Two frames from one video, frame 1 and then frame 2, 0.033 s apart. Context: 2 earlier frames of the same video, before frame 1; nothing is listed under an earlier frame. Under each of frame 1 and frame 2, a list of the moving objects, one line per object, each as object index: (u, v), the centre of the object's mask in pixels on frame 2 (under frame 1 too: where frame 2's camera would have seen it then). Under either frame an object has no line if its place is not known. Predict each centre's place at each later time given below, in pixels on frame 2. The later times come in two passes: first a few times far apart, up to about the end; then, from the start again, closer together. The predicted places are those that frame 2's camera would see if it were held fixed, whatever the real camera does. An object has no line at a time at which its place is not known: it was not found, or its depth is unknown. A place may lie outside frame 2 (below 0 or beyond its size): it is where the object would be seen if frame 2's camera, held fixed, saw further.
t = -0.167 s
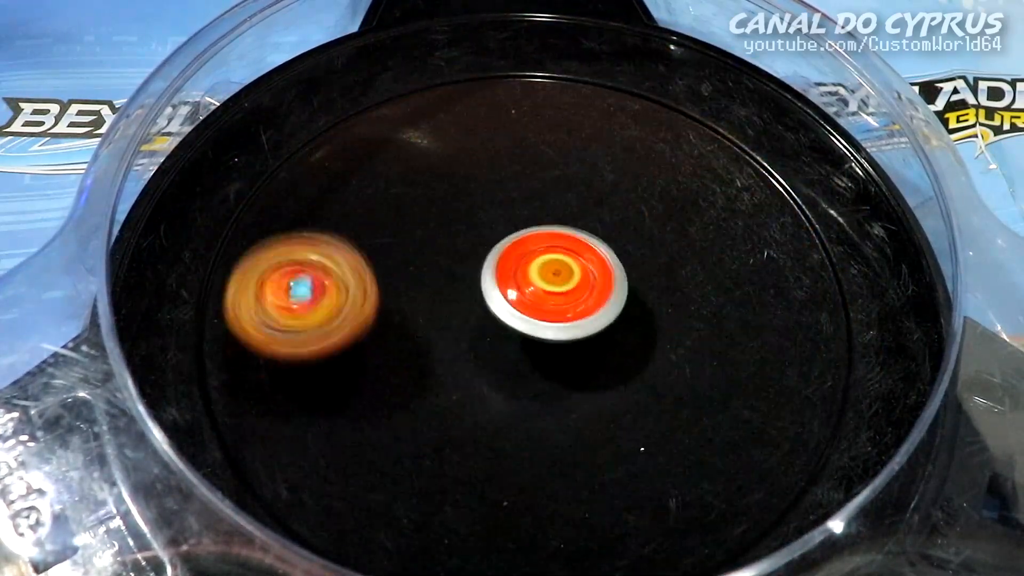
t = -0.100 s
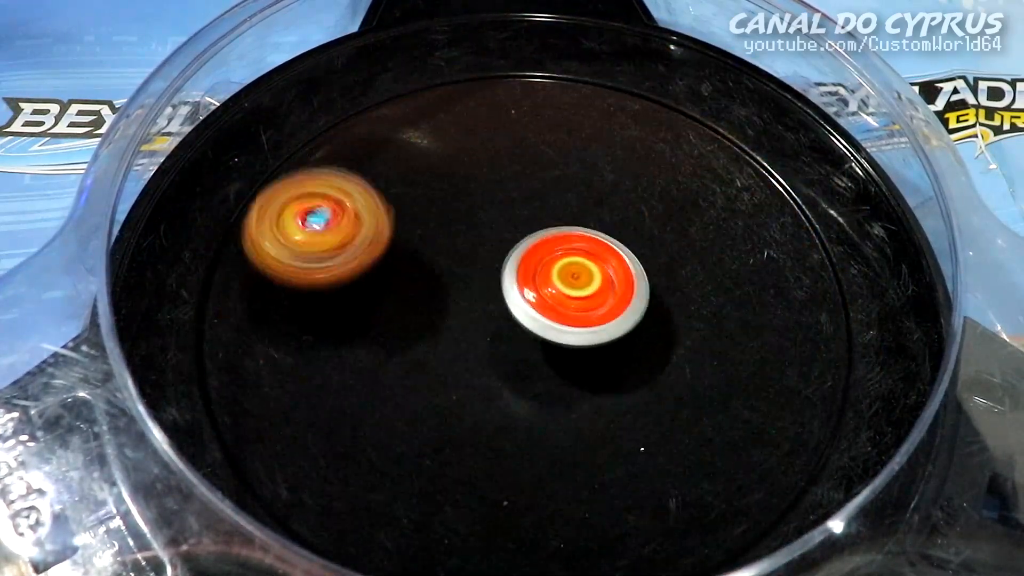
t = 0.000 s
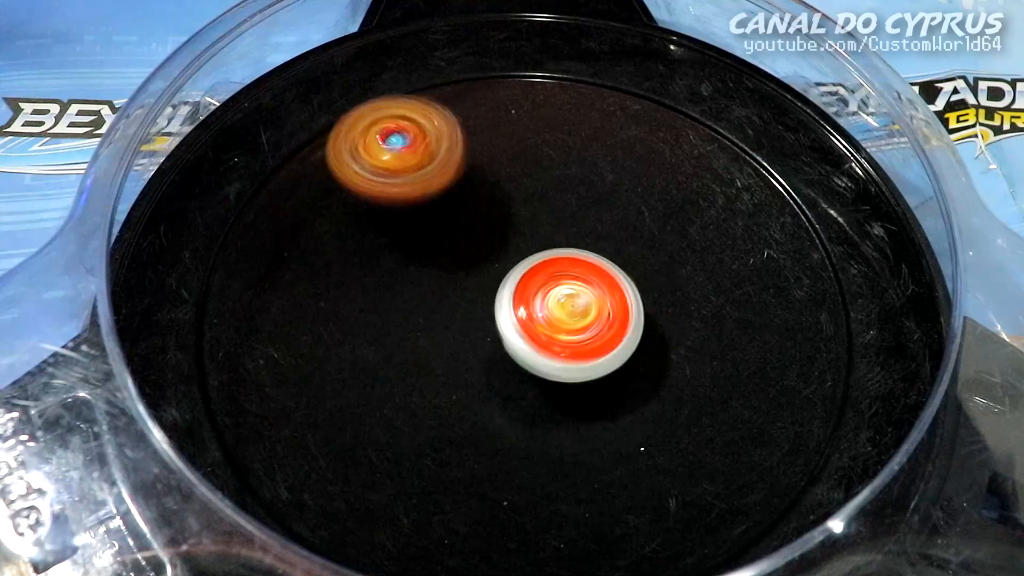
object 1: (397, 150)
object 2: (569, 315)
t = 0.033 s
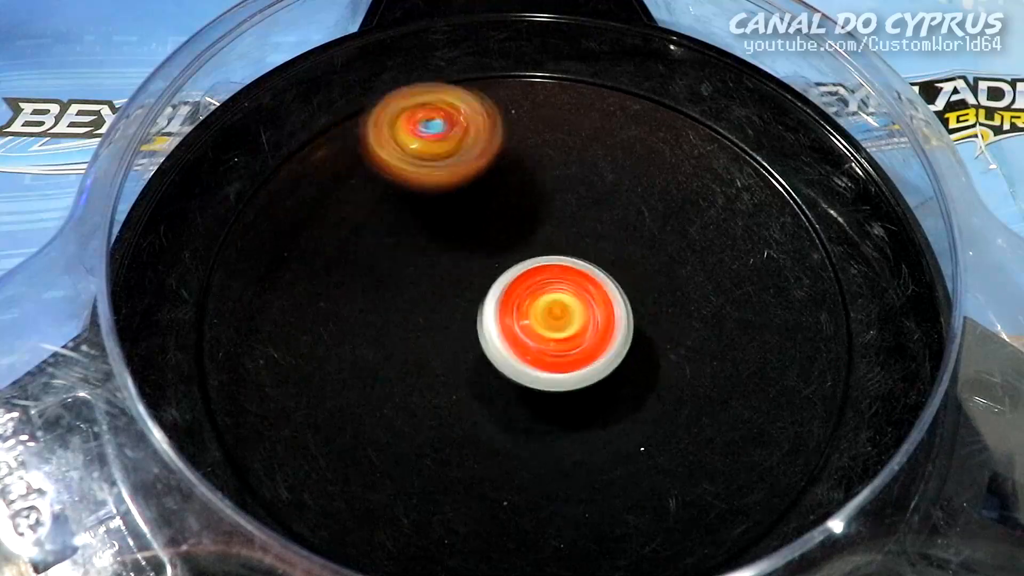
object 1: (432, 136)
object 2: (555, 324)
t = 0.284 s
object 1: (709, 204)
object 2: (522, 276)
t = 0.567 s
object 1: (601, 473)
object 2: (563, 320)
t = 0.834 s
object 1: (311, 322)
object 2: (507, 260)
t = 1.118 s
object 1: (502, 124)
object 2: (538, 332)
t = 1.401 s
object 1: (746, 283)
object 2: (500, 269)
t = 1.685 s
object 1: (485, 468)
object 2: (544, 334)
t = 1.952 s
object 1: (316, 248)
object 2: (507, 267)
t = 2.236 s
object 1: (573, 130)
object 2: (558, 326)
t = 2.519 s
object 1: (729, 352)
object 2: (505, 274)
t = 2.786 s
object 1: (429, 452)
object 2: (567, 322)
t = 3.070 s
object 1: (350, 205)
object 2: (497, 279)
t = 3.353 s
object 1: (627, 154)
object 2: (561, 317)
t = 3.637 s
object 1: (706, 393)
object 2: (488, 307)
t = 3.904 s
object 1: (389, 420)
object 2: (536, 267)
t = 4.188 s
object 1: (380, 178)
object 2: (532, 325)
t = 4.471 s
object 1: (657, 174)
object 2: (493, 291)
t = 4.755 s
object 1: (668, 421)
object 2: (550, 275)
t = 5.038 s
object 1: (348, 380)
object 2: (528, 326)
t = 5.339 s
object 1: (438, 154)
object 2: (500, 286)
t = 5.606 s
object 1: (688, 212)
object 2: (543, 292)
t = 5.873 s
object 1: (635, 437)
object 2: (523, 316)
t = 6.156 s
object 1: (342, 349)
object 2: (513, 282)
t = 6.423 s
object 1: (440, 158)
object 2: (545, 300)
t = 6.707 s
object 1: (692, 223)
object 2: (516, 311)
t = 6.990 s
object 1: (596, 443)
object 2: (524, 285)
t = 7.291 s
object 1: (337, 308)
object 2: (530, 308)
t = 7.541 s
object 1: (464, 157)
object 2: (517, 298)
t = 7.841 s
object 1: (701, 262)
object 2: (530, 297)
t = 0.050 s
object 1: (452, 129)
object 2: (547, 326)
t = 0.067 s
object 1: (471, 126)
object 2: (539, 329)
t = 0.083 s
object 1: (490, 123)
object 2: (529, 329)
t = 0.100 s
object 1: (513, 121)
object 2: (522, 327)
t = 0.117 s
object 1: (533, 122)
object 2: (515, 326)
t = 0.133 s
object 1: (552, 123)
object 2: (510, 321)
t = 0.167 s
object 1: (593, 131)
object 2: (504, 313)
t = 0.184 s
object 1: (611, 137)
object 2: (503, 310)
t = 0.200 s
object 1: (631, 145)
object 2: (504, 304)
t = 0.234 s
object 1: (664, 165)
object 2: (509, 293)
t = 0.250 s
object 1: (682, 177)
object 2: (512, 286)
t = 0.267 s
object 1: (697, 190)
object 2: (516, 282)
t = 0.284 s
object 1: (709, 204)
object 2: (522, 276)
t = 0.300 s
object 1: (722, 220)
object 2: (527, 272)
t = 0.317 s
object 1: (732, 236)
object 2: (534, 267)
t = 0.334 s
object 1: (740, 252)
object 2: (542, 265)
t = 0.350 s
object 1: (746, 271)
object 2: (549, 263)
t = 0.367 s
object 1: (749, 288)
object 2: (557, 264)
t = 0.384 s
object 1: (750, 307)
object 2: (562, 264)
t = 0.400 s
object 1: (749, 328)
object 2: (568, 267)
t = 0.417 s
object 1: (746, 345)
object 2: (573, 271)
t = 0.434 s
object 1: (738, 364)
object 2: (577, 275)
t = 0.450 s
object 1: (729, 384)
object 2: (581, 283)
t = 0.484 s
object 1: (704, 415)
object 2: (582, 297)
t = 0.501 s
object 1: (686, 431)
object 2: (582, 301)
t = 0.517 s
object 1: (668, 444)
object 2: (578, 309)
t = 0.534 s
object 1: (648, 455)
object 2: (575, 313)
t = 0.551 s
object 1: (625, 466)
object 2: (569, 318)
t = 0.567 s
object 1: (601, 473)
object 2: (563, 320)
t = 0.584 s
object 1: (578, 477)
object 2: (556, 322)
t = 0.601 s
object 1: (552, 480)
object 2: (548, 321)
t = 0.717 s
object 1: (388, 434)
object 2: (505, 294)
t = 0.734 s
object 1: (371, 421)
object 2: (501, 290)
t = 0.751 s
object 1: (354, 407)
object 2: (498, 281)
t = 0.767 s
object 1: (342, 391)
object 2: (496, 276)
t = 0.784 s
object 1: (332, 374)
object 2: (497, 270)
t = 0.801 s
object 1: (321, 356)
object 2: (499, 266)
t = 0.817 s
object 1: (315, 339)
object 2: (502, 263)
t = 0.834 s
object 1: (311, 322)
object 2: (507, 260)
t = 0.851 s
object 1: (310, 302)
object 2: (511, 258)
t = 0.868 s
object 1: (310, 285)
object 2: (519, 257)
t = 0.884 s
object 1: (310, 269)
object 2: (524, 256)
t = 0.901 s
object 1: (316, 252)
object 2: (531, 258)
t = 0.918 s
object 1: (324, 236)
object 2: (536, 260)
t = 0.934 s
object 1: (331, 220)
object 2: (543, 263)
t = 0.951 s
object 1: (341, 206)
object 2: (550, 268)
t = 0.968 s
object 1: (352, 194)
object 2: (554, 273)
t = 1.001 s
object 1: (380, 169)
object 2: (560, 286)
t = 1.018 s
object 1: (394, 160)
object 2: (560, 297)
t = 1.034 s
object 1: (410, 151)
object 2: (561, 302)
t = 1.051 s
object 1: (428, 143)
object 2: (559, 313)
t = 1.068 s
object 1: (445, 136)
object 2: (556, 317)
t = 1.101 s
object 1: (481, 128)
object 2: (546, 327)
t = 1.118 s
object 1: (502, 124)
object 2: (538, 332)
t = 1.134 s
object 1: (521, 124)
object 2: (530, 334)
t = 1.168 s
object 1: (558, 126)
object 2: (512, 335)
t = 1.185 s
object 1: (578, 130)
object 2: (504, 335)
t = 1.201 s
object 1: (596, 134)
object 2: (496, 331)
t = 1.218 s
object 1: (614, 140)
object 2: (491, 329)
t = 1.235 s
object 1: (632, 147)
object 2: (485, 323)
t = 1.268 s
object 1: (666, 166)
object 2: (477, 310)
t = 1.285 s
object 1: (680, 177)
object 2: (474, 305)
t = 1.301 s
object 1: (695, 189)
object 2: (474, 297)
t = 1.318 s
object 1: (708, 203)
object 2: (474, 291)
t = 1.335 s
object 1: (719, 218)
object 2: (477, 284)
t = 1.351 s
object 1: (729, 234)
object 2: (481, 280)
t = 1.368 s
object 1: (737, 250)
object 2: (486, 275)
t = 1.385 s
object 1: (742, 266)
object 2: (493, 272)
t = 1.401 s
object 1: (746, 283)
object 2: (500, 269)
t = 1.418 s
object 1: (746, 302)
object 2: (509, 267)
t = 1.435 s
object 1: (745, 320)
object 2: (517, 265)
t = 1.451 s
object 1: (742, 337)
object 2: (526, 267)
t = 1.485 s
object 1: (726, 375)
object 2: (540, 272)
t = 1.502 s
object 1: (716, 391)
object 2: (546, 274)
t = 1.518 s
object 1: (703, 406)
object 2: (553, 281)
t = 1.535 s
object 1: (687, 422)
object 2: (558, 284)
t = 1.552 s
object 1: (669, 435)
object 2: (563, 293)
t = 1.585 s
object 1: (630, 456)
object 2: (566, 306)
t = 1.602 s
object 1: (606, 464)
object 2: (566, 310)
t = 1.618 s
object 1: (583, 470)
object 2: (563, 319)
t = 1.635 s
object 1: (559, 473)
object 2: (561, 322)
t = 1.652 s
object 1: (535, 473)
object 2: (555, 329)
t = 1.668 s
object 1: (510, 471)
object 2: (550, 330)
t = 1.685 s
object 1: (485, 468)
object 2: (544, 334)
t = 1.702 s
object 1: (462, 463)
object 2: (537, 333)
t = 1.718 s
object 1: (440, 457)
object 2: (530, 335)
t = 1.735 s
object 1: (418, 446)
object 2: (523, 332)
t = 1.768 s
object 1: (380, 424)
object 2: (508, 326)
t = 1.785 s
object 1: (364, 411)
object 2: (502, 324)
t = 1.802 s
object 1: (351, 397)
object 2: (497, 317)
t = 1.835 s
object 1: (327, 364)
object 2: (492, 305)
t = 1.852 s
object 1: (317, 348)
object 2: (491, 300)
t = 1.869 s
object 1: (313, 331)
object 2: (491, 292)
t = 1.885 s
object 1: (310, 314)
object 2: (491, 287)
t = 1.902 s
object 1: (309, 296)
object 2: (494, 280)
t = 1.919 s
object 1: (309, 280)
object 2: (497, 275)
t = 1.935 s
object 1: (310, 264)
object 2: (502, 270)
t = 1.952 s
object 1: (316, 248)
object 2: (507, 267)
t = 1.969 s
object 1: (323, 233)
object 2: (514, 265)
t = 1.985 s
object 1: (332, 216)
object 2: (520, 263)
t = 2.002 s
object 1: (341, 203)
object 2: (528, 263)
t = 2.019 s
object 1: (351, 191)
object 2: (534, 263)
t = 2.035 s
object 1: (364, 180)
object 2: (542, 265)
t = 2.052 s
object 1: (378, 169)
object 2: (547, 268)
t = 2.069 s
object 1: (395, 158)
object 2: (554, 273)
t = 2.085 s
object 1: (409, 150)
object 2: (559, 276)
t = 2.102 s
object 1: (425, 143)
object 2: (564, 282)
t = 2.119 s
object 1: (443, 137)
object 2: (568, 288)
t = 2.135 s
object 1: (460, 132)
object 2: (571, 294)
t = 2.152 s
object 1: (480, 128)
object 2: (572, 300)
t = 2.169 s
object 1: (498, 125)
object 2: (573, 306)
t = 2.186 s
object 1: (516, 125)
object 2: (570, 313)
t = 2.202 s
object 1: (535, 126)
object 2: (568, 317)
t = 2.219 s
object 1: (553, 127)
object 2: (562, 323)
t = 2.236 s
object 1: (573, 130)
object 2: (558, 326)
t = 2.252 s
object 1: (590, 135)
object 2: (551, 330)
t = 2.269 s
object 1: (607, 142)
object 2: (544, 329)
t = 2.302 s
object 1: (643, 157)
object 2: (529, 329)
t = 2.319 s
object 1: (658, 166)
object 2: (520, 329)
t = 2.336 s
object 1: (672, 178)
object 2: (513, 325)
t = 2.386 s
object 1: (710, 218)
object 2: (493, 314)
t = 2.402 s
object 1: (719, 233)
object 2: (489, 310)
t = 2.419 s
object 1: (727, 248)
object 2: (487, 303)
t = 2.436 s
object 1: (733, 265)
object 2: (486, 299)
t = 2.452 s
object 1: (737, 282)
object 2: (488, 292)
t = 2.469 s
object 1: (738, 299)
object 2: (490, 289)
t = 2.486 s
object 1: (738, 316)
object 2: (494, 282)
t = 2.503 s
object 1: (735, 333)
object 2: (498, 279)
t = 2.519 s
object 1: (729, 352)
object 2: (505, 274)
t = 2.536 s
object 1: (721, 369)
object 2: (510, 272)
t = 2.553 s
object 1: (713, 384)
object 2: (518, 270)
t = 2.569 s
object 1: (701, 400)
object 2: (524, 268)
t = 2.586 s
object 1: (687, 415)
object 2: (532, 268)
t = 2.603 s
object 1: (669, 429)
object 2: (538, 269)
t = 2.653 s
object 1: (612, 460)
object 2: (557, 277)
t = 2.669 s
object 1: (591, 466)
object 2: (562, 282)
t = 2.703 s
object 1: (543, 472)
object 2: (569, 294)
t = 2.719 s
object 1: (520, 473)
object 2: (572, 298)
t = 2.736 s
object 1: (496, 471)
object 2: (573, 307)
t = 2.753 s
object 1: (474, 466)
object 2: (573, 310)
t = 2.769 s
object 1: (450, 459)
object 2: (571, 319)
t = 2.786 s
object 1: (429, 452)
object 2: (567, 322)
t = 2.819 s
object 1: (390, 432)
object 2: (557, 332)
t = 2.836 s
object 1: (373, 421)
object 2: (550, 335)
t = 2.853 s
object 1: (358, 405)
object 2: (543, 338)
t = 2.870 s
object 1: (347, 391)
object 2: (536, 337)
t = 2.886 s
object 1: (334, 375)
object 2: (528, 338)
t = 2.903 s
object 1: (325, 360)
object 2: (521, 333)
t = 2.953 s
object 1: (313, 310)
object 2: (502, 321)
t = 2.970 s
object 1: (313, 292)
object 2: (497, 317)
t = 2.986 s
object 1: (315, 276)
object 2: (494, 309)
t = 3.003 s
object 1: (317, 260)
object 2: (493, 305)
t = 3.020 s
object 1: (322, 246)
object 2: (493, 296)
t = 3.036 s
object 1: (329, 232)
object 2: (494, 292)
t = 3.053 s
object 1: (339, 218)
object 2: (495, 284)
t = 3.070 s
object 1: (350, 205)
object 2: (497, 279)
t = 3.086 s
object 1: (362, 191)
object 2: (500, 275)
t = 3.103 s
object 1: (374, 180)
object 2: (506, 269)
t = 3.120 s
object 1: (386, 171)
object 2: (511, 266)
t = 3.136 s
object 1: (401, 162)
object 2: (519, 264)
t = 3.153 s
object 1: (416, 155)
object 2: (524, 262)
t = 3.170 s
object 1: (435, 147)
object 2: (532, 264)
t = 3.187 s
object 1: (453, 141)
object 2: (536, 264)
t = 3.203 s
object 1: (470, 136)
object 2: (542, 268)
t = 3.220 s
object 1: (487, 133)
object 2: (546, 272)
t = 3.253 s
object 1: (522, 131)
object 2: (554, 282)
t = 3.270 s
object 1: (540, 132)
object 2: (557, 285)
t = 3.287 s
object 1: (560, 134)
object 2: (560, 294)
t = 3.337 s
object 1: (611, 147)
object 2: (561, 311)
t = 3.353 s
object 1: (627, 154)
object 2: (561, 317)
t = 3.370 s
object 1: (643, 162)
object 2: (559, 324)
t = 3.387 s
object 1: (659, 172)
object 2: (557, 327)
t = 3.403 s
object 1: (674, 182)
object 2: (552, 334)
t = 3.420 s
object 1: (687, 193)
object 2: (547, 336)
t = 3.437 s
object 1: (698, 206)
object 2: (541, 340)
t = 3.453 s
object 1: (709, 218)
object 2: (535, 343)
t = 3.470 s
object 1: (718, 233)
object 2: (529, 343)
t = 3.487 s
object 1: (727, 249)
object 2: (523, 344)
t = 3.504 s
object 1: (732, 264)
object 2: (517, 340)
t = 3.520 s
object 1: (737, 279)
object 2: (511, 339)
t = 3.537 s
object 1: (739, 295)
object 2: (505, 336)
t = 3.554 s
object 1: (738, 312)
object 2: (501, 331)
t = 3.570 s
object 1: (736, 330)
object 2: (498, 329)
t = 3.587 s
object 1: (731, 346)
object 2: (494, 322)
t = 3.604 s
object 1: (725, 363)
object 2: (492, 318)
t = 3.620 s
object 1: (717, 378)
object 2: (489, 313)
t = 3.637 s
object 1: (706, 393)
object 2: (488, 307)
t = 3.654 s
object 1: (693, 408)
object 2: (487, 303)
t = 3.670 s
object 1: (677, 421)
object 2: (488, 295)
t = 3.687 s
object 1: (660, 433)
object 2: (489, 292)
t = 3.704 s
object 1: (641, 444)
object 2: (489, 285)
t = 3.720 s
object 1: (622, 452)
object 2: (491, 281)
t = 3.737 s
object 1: (601, 460)
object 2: (493, 277)
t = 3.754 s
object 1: (579, 465)
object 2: (498, 272)
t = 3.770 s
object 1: (558, 467)
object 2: (501, 270)
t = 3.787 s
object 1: (533, 467)
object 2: (506, 266)
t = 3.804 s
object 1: (511, 466)
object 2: (509, 265)
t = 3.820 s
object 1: (488, 463)
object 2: (514, 264)
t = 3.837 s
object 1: (466, 458)
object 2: (519, 263)
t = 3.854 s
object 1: (444, 451)
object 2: (523, 263)
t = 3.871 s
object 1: (424, 443)
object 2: (529, 264)
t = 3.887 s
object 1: (407, 433)
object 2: (532, 264)
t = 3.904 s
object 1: (389, 420)
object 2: (536, 267)
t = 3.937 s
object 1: (359, 394)
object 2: (544, 272)
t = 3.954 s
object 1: (348, 380)
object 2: (548, 276)
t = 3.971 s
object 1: (336, 365)
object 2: (549, 278)
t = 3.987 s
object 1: (330, 349)
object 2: (551, 283)
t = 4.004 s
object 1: (324, 334)
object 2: (552, 287)
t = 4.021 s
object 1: (321, 316)
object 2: (554, 291)
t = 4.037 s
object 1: (320, 301)
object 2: (554, 297)
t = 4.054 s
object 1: (320, 283)
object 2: (553, 299)
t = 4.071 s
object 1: (322, 269)
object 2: (552, 305)
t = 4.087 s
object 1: (325, 252)
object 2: (550, 309)
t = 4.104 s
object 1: (331, 239)
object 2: (550, 311)
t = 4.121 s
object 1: (336, 225)
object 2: (546, 317)
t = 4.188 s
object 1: (380, 178)
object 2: (532, 325)
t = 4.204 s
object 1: (395, 167)
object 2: (527, 328)
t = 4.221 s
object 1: (408, 160)
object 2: (523, 326)
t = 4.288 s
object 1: (472, 135)
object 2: (509, 325)
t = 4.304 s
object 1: (489, 133)
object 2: (504, 323)
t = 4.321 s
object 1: (507, 131)
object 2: (502, 320)
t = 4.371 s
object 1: (560, 134)
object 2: (496, 312)
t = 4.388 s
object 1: (578, 137)
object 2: (494, 310)
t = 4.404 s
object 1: (595, 142)
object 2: (493, 304)
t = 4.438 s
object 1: (627, 156)
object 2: (492, 297)
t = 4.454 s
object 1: (642, 164)
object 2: (492, 293)
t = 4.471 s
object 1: (657, 174)
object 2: (493, 291)
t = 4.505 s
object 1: (685, 196)
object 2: (497, 283)
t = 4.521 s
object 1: (696, 209)
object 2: (498, 280)
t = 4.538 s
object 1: (706, 223)
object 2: (502, 276)
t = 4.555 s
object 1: (714, 237)
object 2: (505, 274)
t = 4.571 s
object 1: (721, 252)
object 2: (509, 272)
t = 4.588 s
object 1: (727, 267)
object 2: (513, 270)
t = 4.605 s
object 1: (730, 283)
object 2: (516, 269)
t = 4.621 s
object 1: (731, 299)
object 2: (521, 268)
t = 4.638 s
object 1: (730, 316)
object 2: (524, 267)
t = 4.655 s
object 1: (727, 333)
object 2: (528, 268)
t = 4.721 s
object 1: (696, 394)
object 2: (543, 270)
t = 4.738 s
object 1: (684, 408)
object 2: (546, 271)
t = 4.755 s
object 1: (668, 421)
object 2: (550, 275)
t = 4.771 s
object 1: (652, 431)
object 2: (551, 277)
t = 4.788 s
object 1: (633, 441)
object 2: (555, 280)
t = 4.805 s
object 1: (614, 450)
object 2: (557, 285)
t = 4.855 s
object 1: (550, 464)
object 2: (558, 296)
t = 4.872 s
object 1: (528, 464)
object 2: (558, 298)
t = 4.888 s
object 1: (507, 464)
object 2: (557, 304)
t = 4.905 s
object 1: (485, 460)
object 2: (555, 307)
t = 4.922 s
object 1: (465, 455)
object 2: (554, 310)
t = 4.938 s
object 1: (443, 448)
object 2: (550, 315)
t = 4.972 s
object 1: (406, 429)
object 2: (544, 319)
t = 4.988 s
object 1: (390, 419)
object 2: (540, 322)
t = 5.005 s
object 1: (374, 407)
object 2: (536, 322)
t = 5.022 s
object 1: (361, 394)
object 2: (531, 324)
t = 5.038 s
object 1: (348, 380)
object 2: (528, 326)
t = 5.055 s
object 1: (340, 365)
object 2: (524, 324)
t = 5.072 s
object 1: (332, 351)
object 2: (519, 325)
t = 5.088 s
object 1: (327, 335)
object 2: (515, 325)
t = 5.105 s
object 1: (323, 321)
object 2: (512, 322)
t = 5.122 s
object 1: (322, 304)
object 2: (508, 321)
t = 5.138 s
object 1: (322, 290)
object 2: (504, 320)
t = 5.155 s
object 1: (325, 274)
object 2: (502, 317)
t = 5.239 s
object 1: (360, 206)
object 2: (494, 303)
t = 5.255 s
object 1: (370, 194)
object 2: (494, 299)
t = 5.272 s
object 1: (382, 184)
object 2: (495, 297)
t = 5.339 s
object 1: (438, 154)
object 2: (500, 286)
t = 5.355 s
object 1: (454, 149)
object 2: (502, 284)
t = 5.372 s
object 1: (471, 144)
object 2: (504, 283)
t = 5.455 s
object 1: (556, 143)
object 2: (519, 279)
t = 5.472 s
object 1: (575, 146)
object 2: (522, 279)
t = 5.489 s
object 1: (591, 151)
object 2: (526, 280)
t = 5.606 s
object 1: (688, 212)
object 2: (543, 292)
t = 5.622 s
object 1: (698, 225)
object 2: (545, 293)
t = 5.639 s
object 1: (707, 239)
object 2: (547, 298)
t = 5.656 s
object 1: (715, 253)
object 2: (546, 300)
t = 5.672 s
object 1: (720, 267)
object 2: (547, 301)
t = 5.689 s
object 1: (724, 282)
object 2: (547, 305)
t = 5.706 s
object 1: (726, 298)
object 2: (546, 307)
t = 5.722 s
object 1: (725, 314)
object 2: (545, 308)
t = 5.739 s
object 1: (722, 330)
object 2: (543, 312)
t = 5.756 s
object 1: (717, 346)
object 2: (541, 314)
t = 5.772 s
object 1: (711, 361)
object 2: (540, 314)
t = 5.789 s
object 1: (703, 376)
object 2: (537, 316)
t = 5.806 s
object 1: (693, 390)
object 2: (534, 318)
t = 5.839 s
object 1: (667, 415)
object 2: (528, 317)
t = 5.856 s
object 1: (651, 427)
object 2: (525, 318)
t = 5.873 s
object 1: (635, 437)
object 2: (523, 316)
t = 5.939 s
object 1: (556, 458)
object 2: (513, 310)
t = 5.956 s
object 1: (533, 458)
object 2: (511, 310)
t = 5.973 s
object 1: (513, 457)
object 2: (509, 306)
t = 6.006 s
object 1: (471, 449)
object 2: (507, 302)
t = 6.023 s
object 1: (450, 443)
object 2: (505, 299)
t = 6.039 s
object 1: (433, 435)
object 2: (505, 296)
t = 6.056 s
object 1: (414, 425)
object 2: (506, 294)
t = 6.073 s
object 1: (399, 415)
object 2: (505, 292)
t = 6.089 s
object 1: (383, 403)
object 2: (506, 289)
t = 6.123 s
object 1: (359, 378)
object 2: (508, 286)
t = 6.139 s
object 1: (350, 363)
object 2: (511, 283)
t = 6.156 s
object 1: (342, 349)
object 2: (513, 282)
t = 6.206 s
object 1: (332, 304)
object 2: (521, 280)
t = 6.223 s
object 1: (331, 289)
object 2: (523, 280)
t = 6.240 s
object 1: (333, 274)
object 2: (526, 280)
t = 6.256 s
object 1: (336, 260)
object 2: (530, 281)
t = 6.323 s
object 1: (364, 209)
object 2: (538, 287)
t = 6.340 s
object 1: (375, 198)
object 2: (540, 288)
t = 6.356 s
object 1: (386, 188)
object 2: (542, 291)
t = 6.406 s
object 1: (426, 164)
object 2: (544, 297)
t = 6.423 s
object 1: (440, 158)
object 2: (545, 300)
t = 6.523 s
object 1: (536, 143)
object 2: (539, 311)
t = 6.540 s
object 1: (553, 145)
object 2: (537, 313)
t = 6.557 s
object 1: (569, 148)
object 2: (535, 313)
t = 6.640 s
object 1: (645, 179)
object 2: (524, 315)
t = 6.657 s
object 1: (658, 189)
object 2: (521, 315)
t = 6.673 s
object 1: (671, 199)
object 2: (519, 313)
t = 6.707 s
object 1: (692, 223)
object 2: (516, 311)
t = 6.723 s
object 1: (700, 236)
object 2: (513, 309)
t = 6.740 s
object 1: (708, 249)
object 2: (511, 307)
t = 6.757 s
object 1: (713, 264)
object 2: (511, 305)
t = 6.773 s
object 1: (716, 278)
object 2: (510, 304)
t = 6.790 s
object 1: (718, 293)
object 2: (509, 301)
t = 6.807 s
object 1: (718, 308)
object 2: (509, 298)
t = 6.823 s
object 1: (715, 324)
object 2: (510, 298)
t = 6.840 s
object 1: (711, 339)
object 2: (509, 295)
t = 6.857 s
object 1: (705, 355)
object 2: (510, 293)
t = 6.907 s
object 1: (676, 396)
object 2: (514, 288)
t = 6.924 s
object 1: (663, 408)
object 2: (516, 286)
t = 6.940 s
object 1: (648, 419)
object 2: (518, 286)
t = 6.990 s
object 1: (596, 443)
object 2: (524, 285)
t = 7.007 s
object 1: (577, 448)
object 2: (526, 285)
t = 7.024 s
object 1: (557, 451)
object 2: (528, 286)
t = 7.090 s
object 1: (476, 445)
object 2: (534, 291)
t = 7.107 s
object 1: (457, 439)
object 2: (536, 293)
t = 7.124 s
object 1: (438, 432)
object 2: (536, 295)
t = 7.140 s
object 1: (422, 424)
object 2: (536, 296)
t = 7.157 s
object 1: (405, 414)
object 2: (537, 298)
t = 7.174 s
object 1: (392, 404)
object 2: (537, 300)
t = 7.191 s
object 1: (378, 392)
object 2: (536, 302)
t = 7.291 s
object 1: (337, 308)
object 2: (530, 308)
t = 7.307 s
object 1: (338, 295)
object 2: (528, 309)
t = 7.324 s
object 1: (338, 280)
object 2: (526, 309)
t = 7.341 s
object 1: (341, 267)
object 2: (524, 308)
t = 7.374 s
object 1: (349, 242)
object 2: (522, 309)
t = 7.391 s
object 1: (357, 229)
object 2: (520, 308)
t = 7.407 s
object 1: (364, 219)
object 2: (519, 306)
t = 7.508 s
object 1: (434, 167)
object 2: (516, 301)
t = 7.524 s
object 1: (450, 161)
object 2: (515, 299)
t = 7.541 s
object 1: (464, 157)
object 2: (517, 298)
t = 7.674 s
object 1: (590, 163)
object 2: (524, 293)
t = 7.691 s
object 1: (605, 168)
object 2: (524, 294)
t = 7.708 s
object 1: (619, 176)
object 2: (524, 294)
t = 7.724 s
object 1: (633, 184)
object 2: (526, 293)
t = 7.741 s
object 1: (646, 193)
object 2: (528, 294)
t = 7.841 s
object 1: (701, 262)
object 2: (530, 297)
